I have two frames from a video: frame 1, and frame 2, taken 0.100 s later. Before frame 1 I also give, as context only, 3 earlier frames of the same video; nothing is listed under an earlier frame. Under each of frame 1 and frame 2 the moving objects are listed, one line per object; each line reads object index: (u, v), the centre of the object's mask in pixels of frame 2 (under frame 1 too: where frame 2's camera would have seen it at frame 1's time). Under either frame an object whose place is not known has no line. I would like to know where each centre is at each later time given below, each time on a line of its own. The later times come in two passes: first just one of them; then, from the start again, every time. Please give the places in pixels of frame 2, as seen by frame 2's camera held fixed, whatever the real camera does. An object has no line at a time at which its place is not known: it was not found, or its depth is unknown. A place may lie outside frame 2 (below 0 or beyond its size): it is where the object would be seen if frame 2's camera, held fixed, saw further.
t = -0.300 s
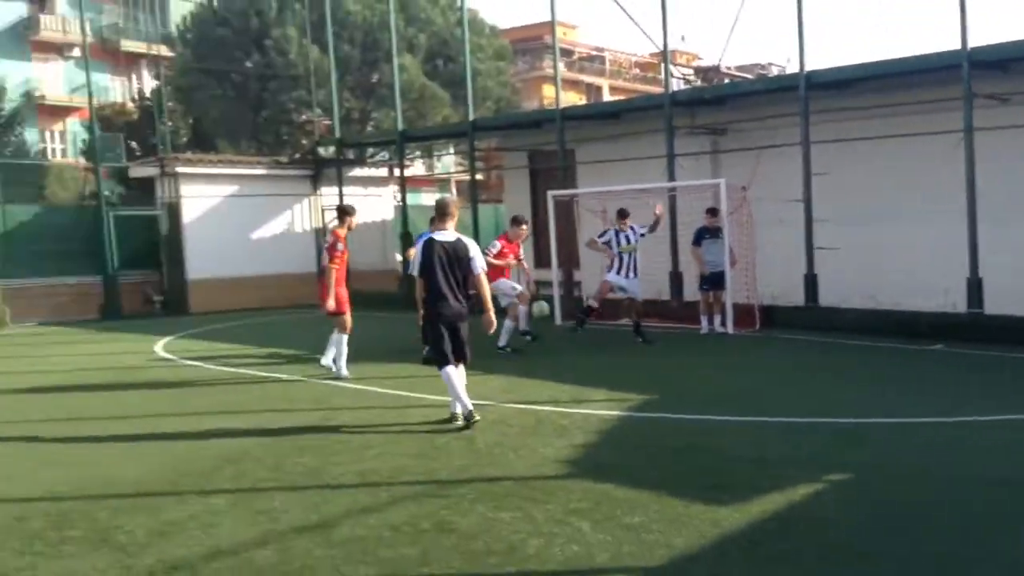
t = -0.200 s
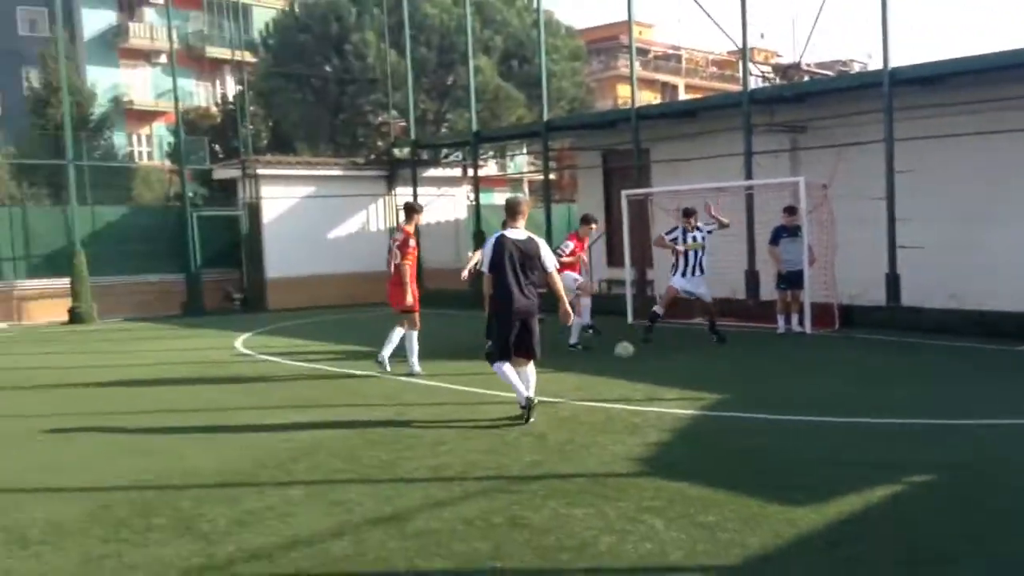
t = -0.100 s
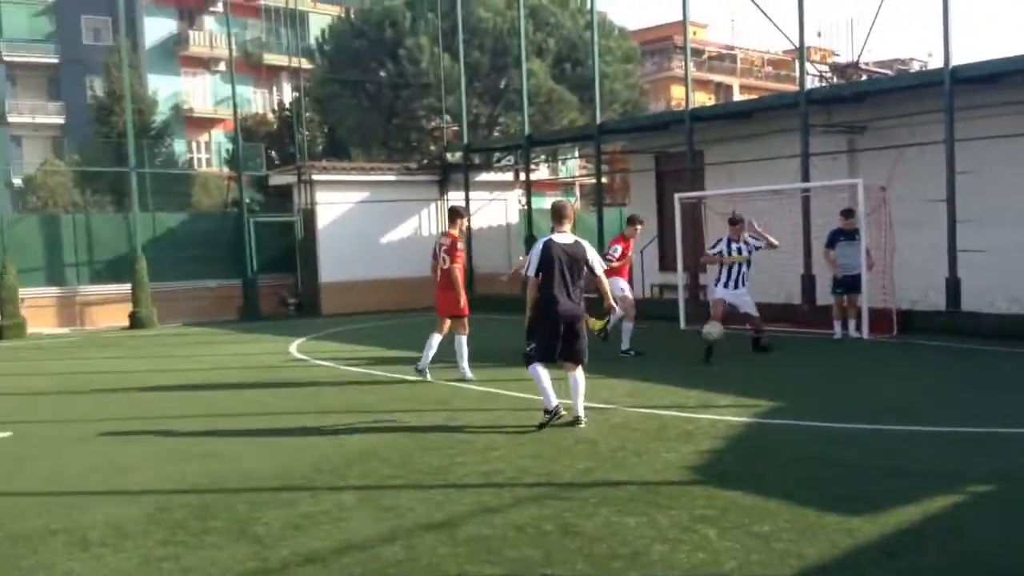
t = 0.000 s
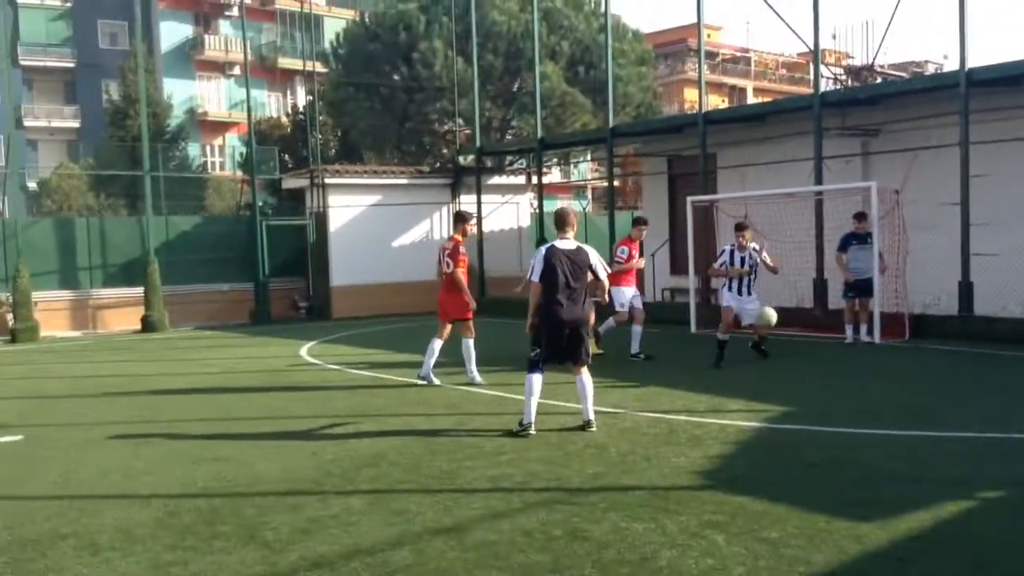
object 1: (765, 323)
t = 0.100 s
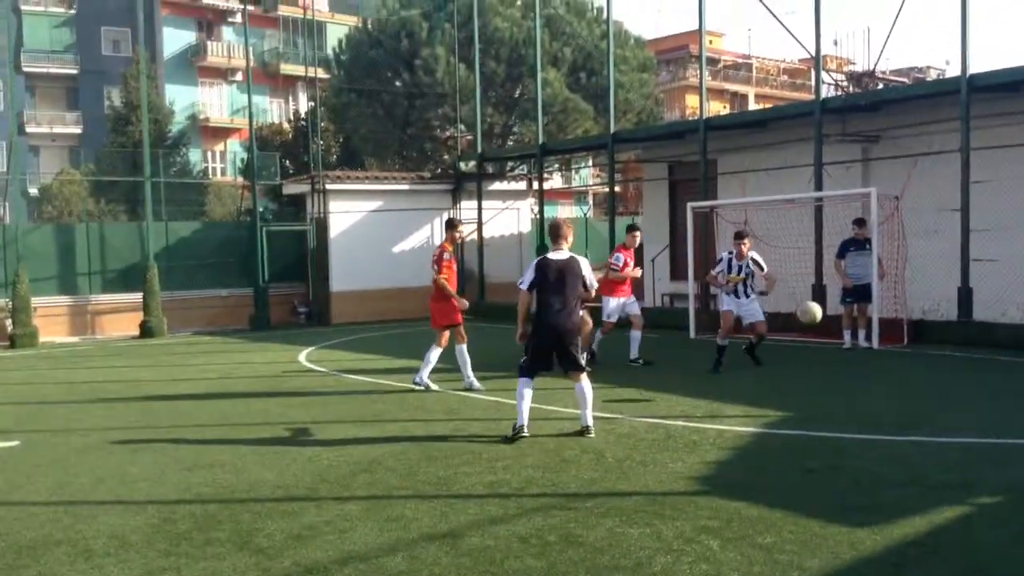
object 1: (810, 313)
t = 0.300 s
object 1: (913, 327)
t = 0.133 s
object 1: (826, 311)
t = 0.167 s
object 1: (845, 311)
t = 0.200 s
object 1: (860, 313)
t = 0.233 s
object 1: (877, 316)
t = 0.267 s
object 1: (896, 320)
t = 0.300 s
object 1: (913, 327)
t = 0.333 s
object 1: (932, 334)
